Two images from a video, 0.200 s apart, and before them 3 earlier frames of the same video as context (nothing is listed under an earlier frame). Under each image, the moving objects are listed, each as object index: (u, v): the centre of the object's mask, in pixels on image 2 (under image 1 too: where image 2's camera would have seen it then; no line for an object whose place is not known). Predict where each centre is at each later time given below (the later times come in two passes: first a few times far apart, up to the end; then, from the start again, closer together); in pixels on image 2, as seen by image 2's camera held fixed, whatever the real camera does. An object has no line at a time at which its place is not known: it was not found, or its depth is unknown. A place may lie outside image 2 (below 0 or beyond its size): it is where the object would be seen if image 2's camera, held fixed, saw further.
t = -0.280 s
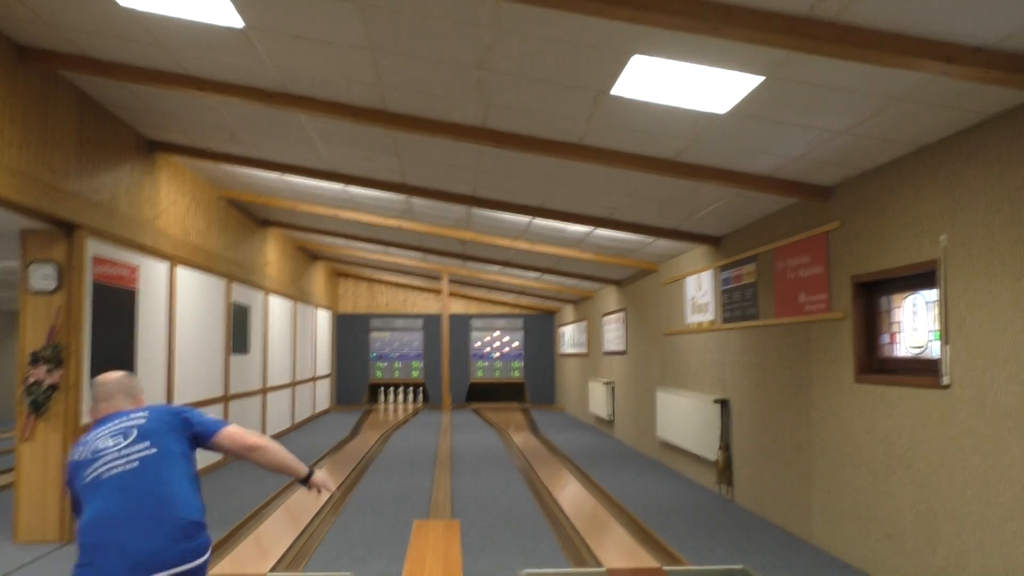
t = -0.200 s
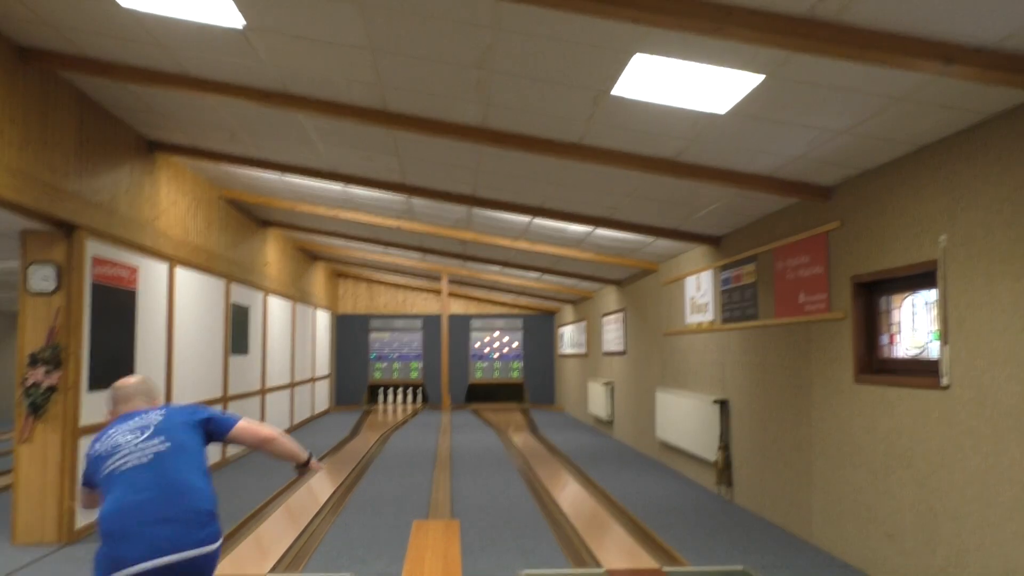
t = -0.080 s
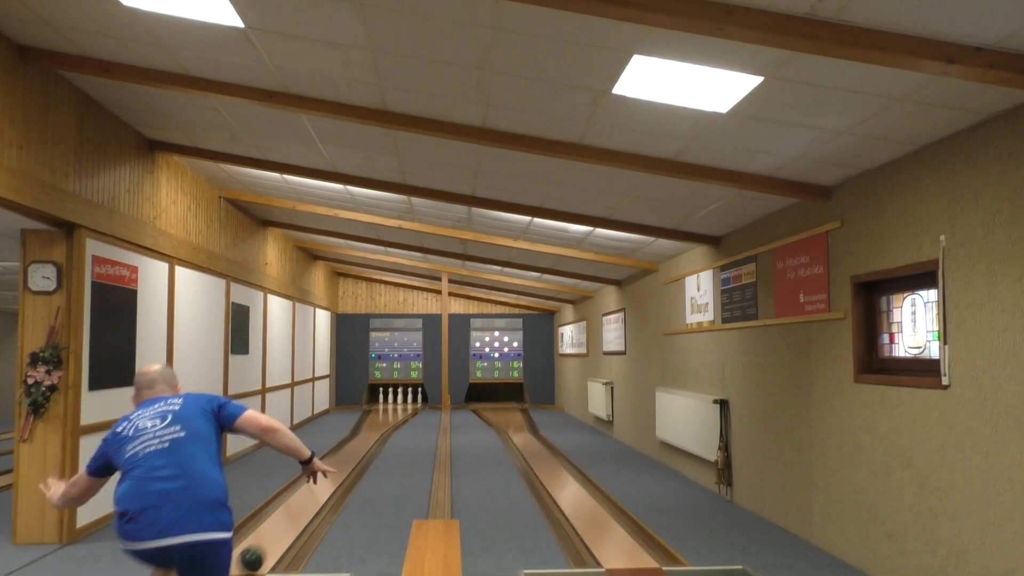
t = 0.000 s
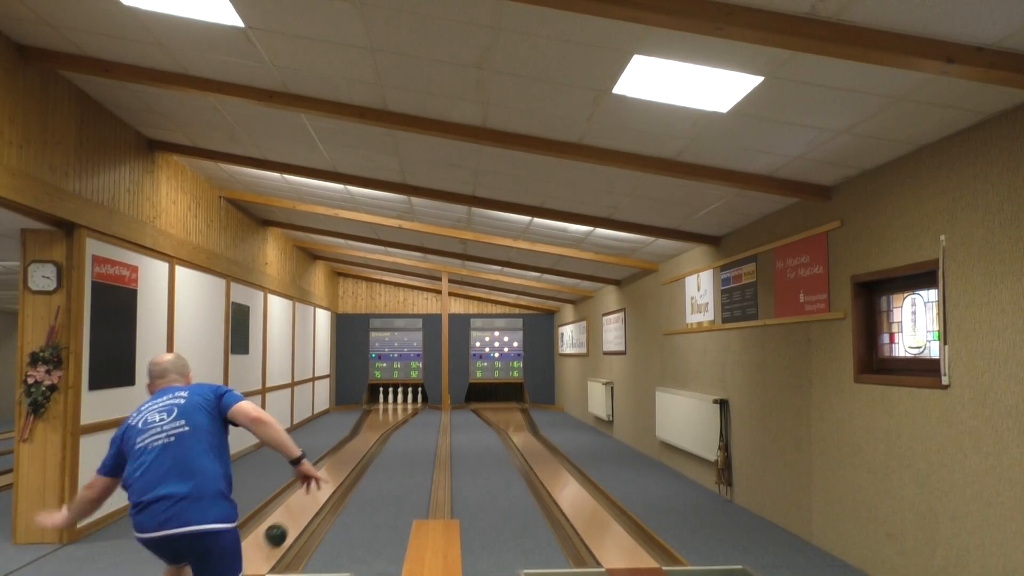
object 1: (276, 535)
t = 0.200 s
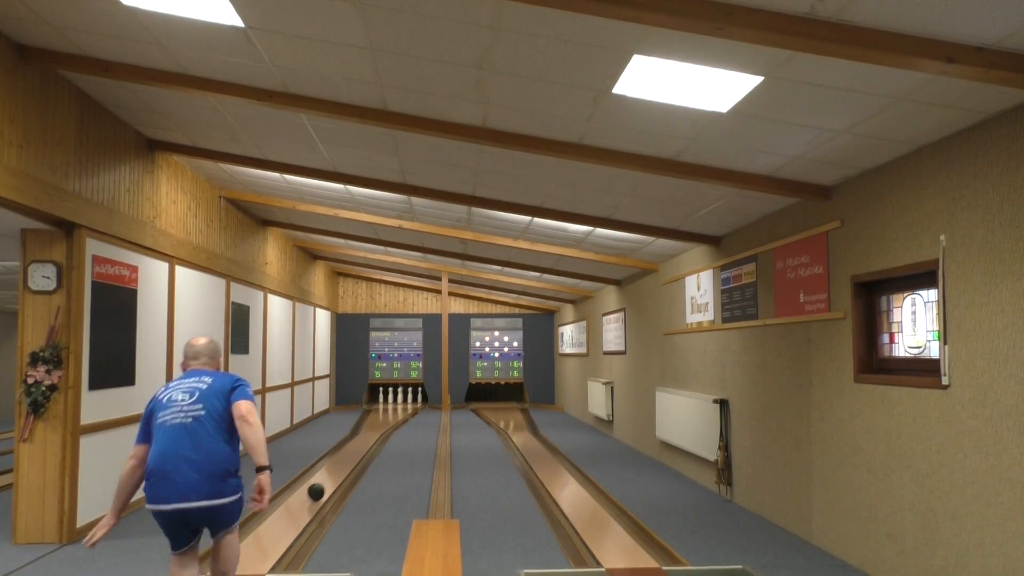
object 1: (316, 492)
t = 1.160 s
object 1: (378, 420)
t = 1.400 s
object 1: (384, 413)
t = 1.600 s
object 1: (388, 408)
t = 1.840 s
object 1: (392, 403)
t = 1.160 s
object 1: (378, 420)
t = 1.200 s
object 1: (379, 419)
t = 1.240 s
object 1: (380, 417)
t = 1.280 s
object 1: (381, 416)
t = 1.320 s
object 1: (382, 415)
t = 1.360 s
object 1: (383, 414)
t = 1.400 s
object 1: (384, 413)
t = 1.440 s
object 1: (385, 412)
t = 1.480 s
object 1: (386, 411)
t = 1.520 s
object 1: (386, 410)
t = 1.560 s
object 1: (387, 409)
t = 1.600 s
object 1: (388, 408)
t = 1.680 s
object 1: (390, 406)
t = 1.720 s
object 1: (390, 405)
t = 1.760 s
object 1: (391, 405)
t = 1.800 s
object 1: (391, 404)
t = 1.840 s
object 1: (392, 403)
